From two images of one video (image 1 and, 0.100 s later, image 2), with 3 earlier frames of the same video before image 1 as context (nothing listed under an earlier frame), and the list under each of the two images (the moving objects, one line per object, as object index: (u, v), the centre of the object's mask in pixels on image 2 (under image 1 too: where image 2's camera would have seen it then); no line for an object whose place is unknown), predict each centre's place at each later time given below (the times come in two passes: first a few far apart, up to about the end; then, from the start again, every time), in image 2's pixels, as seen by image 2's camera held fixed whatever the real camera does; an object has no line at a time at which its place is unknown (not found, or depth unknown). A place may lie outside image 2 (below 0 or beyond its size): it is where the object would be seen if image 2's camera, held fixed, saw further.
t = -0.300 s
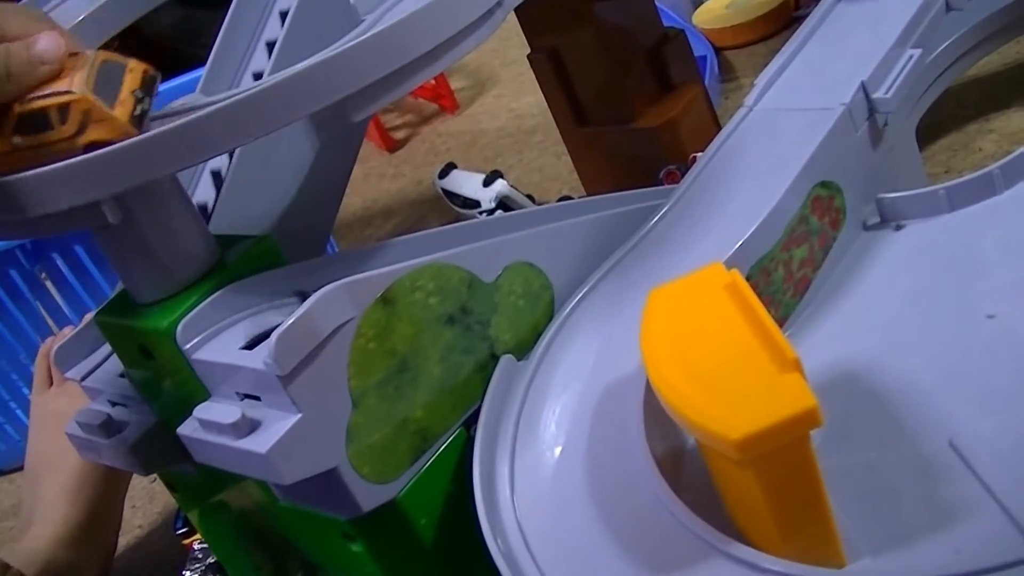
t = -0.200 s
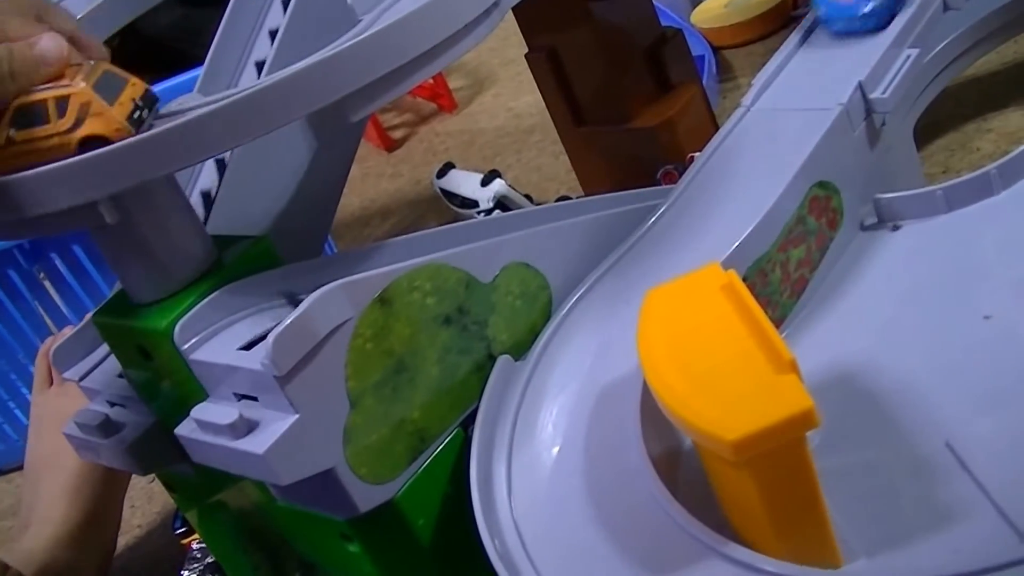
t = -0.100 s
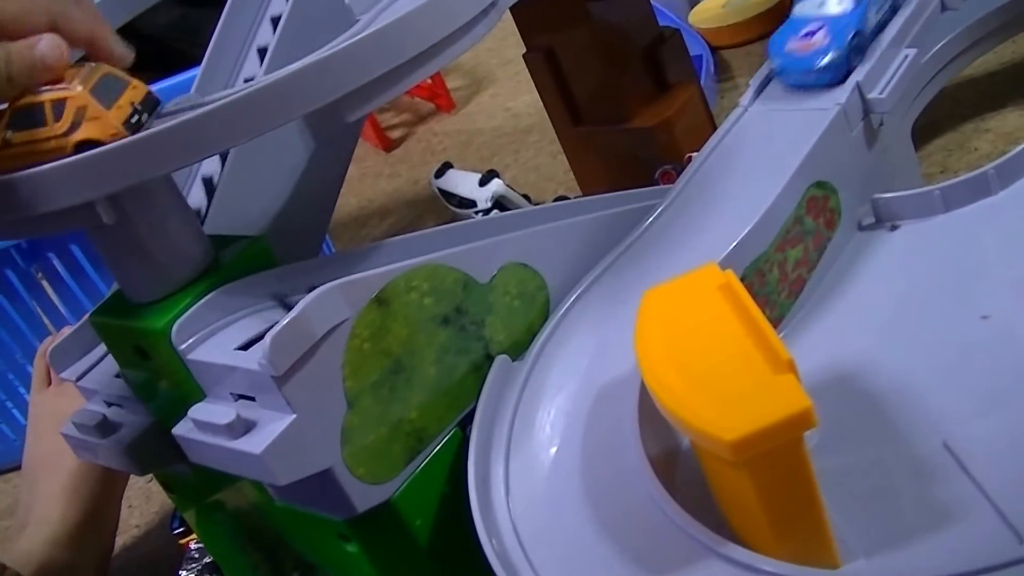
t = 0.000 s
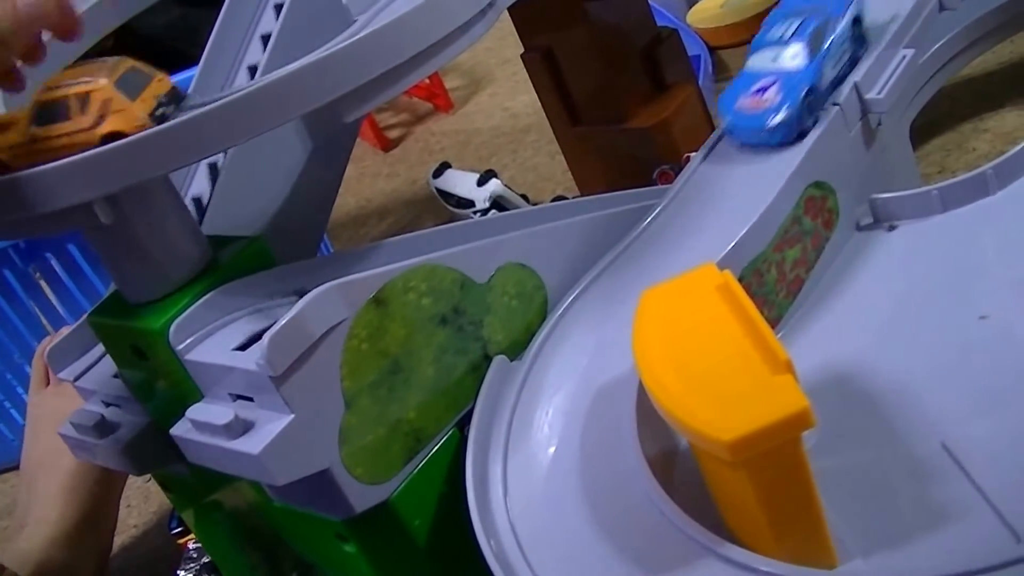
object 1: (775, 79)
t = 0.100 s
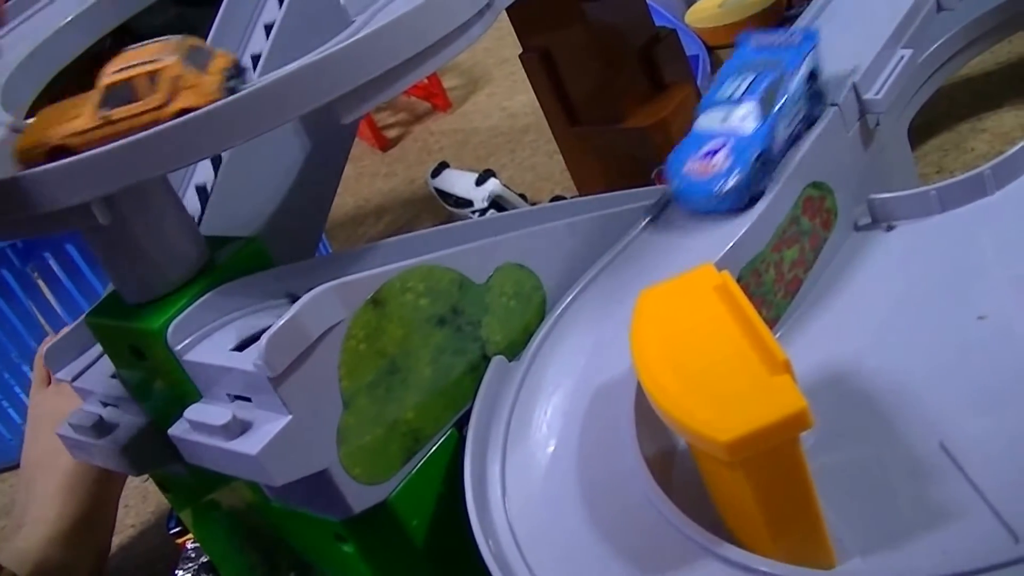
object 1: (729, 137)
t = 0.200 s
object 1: (668, 202)
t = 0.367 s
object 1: (562, 342)
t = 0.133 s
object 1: (711, 159)
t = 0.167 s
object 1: (691, 181)
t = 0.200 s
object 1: (668, 202)
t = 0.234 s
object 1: (644, 223)
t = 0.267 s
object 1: (621, 249)
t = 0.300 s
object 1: (597, 280)
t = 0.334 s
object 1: (576, 312)
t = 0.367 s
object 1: (562, 342)
